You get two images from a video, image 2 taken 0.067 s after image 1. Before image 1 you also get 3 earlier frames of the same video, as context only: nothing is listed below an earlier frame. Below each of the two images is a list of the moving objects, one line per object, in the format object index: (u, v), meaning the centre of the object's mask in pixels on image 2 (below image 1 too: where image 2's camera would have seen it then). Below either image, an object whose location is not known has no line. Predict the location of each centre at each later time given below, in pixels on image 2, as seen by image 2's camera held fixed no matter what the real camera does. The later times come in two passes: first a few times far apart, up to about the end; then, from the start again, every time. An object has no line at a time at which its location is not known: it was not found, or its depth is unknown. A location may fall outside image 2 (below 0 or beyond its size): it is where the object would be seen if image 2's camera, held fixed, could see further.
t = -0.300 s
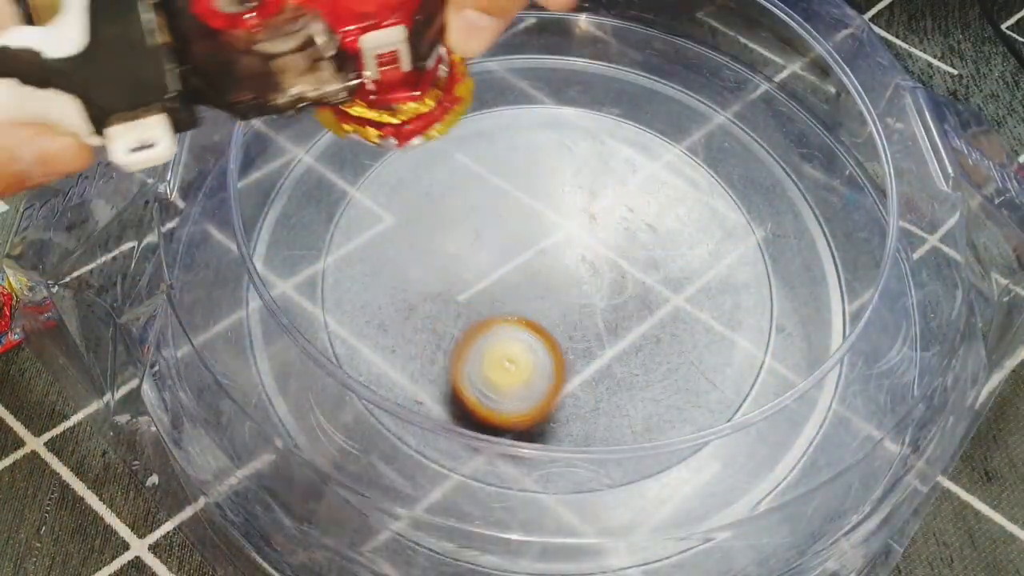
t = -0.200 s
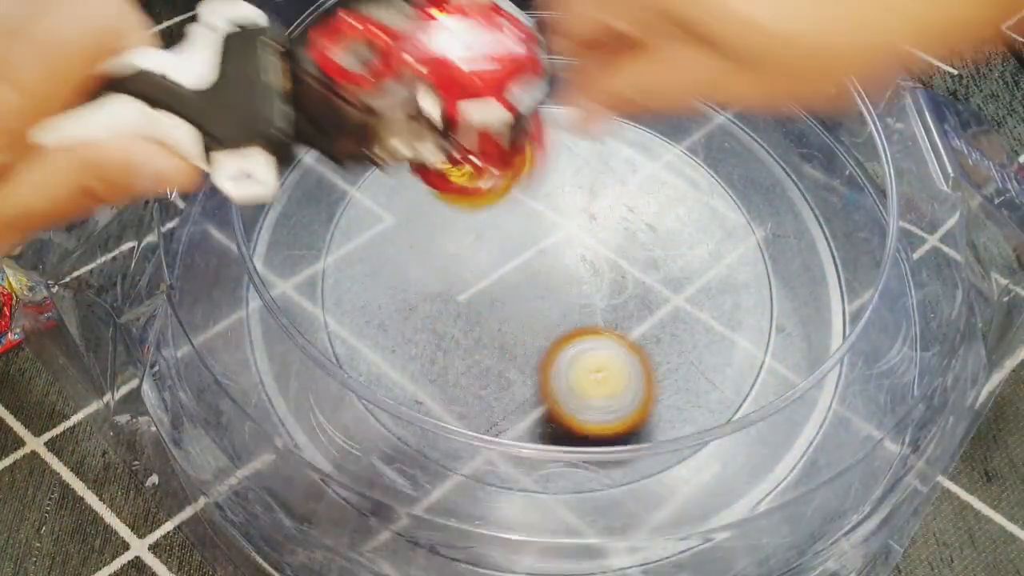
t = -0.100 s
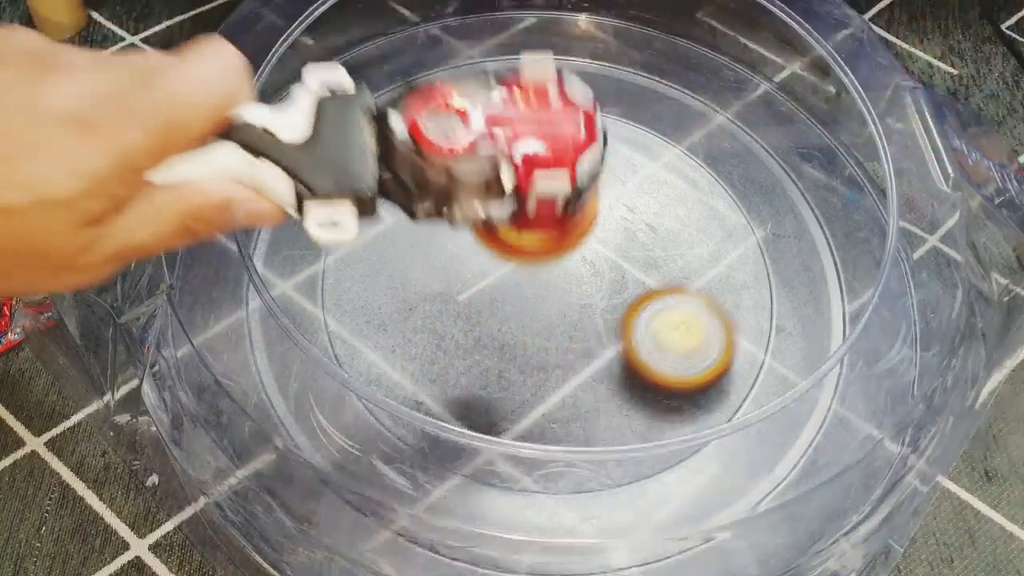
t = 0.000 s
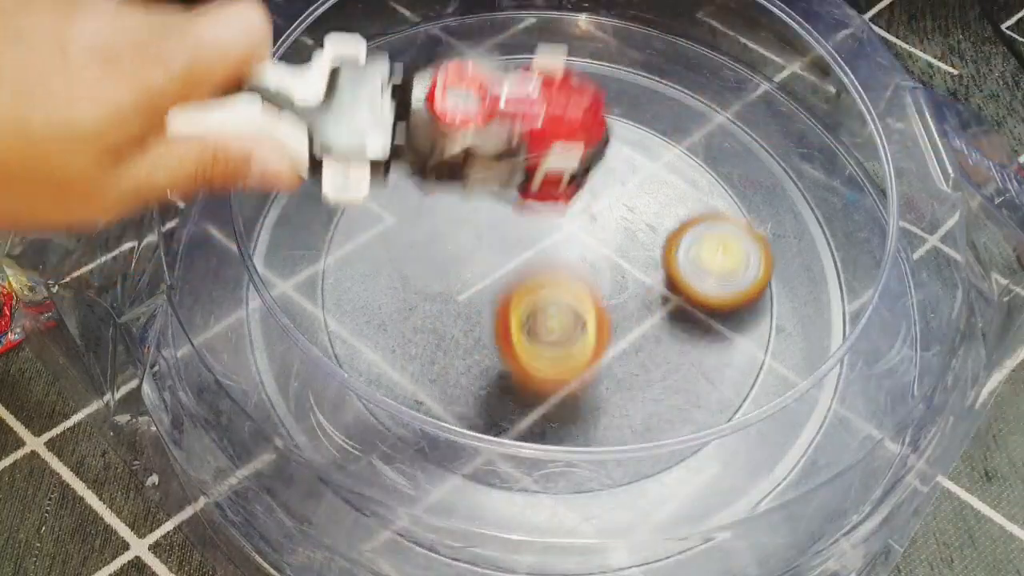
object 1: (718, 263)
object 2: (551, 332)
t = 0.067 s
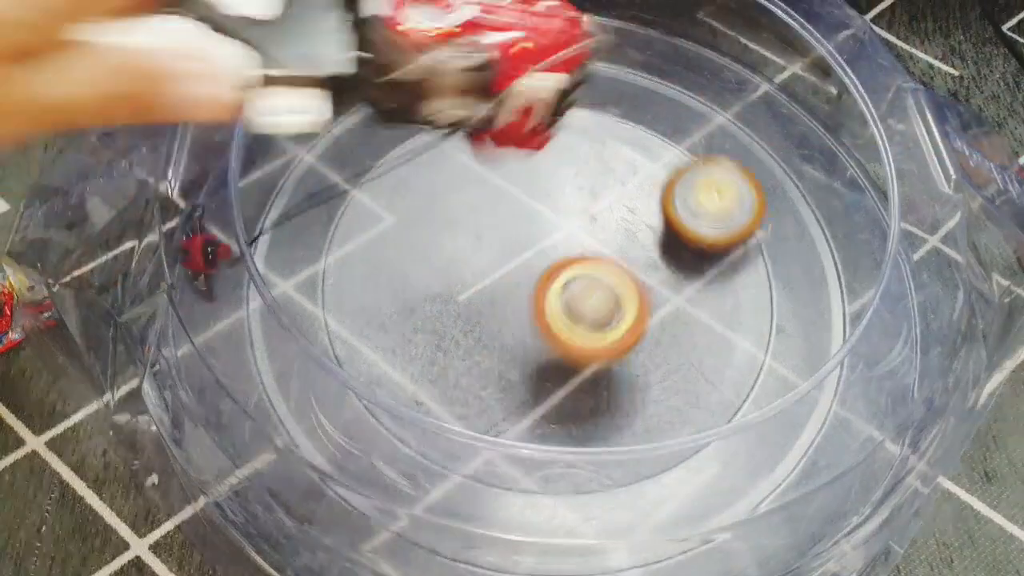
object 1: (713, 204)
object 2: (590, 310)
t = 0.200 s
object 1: (627, 103)
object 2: (663, 250)
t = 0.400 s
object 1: (423, 124)
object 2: (639, 117)
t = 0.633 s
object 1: (375, 389)
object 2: (541, 57)
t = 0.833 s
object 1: (672, 440)
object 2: (601, 58)
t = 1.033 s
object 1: (872, 281)
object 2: (667, 71)
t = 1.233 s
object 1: (895, 171)
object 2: (701, 84)
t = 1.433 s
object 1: (841, 199)
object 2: (724, 99)
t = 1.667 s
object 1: (720, 213)
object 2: (744, 113)
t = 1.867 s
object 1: (498, 236)
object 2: (757, 124)
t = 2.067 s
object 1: (430, 328)
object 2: (771, 137)
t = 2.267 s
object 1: (582, 356)
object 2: (790, 165)
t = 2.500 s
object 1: (695, 220)
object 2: (811, 193)
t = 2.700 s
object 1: (548, 152)
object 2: (827, 224)
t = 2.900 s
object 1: (418, 279)
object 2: (830, 240)
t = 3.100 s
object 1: (559, 398)
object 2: (832, 283)
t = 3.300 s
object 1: (707, 336)
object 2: (840, 308)
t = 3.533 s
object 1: (655, 184)
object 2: (838, 329)
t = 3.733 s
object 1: (472, 170)
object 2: (829, 374)
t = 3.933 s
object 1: (434, 344)
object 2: (819, 410)
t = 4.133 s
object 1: (605, 397)
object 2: (787, 435)
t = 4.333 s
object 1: (694, 295)
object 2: (752, 488)
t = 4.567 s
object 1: (576, 152)
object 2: (718, 505)
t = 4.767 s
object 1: (428, 219)
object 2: (691, 516)
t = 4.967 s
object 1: (513, 384)
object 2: (643, 524)
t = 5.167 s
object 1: (721, 318)
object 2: (579, 527)
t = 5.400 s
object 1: (652, 155)
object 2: (519, 528)
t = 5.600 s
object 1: (468, 166)
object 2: (491, 520)
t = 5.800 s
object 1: (443, 340)
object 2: (434, 502)
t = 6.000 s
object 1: (648, 386)
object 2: (377, 476)
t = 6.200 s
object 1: (694, 244)
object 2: (328, 453)
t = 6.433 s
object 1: (507, 184)
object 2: (307, 421)
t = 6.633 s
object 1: (444, 320)
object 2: (271, 383)
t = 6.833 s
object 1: (610, 375)
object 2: (263, 348)
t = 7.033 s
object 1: (661, 240)
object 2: (262, 302)
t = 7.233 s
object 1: (505, 185)
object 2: (264, 256)
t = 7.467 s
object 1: (450, 322)
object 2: (282, 204)
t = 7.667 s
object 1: (604, 346)
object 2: (286, 187)
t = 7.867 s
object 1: (604, 238)
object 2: (309, 153)
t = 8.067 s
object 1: (477, 227)
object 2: (338, 114)
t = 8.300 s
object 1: (511, 347)
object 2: (365, 91)
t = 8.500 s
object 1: (632, 285)
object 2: (392, 75)
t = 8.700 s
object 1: (550, 195)
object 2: (421, 65)
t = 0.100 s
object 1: (702, 176)
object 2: (614, 285)
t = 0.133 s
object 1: (687, 151)
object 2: (633, 275)
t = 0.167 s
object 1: (654, 120)
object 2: (652, 279)
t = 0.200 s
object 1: (627, 103)
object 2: (663, 250)
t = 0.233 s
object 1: (594, 91)
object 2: (671, 225)
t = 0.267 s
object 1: (576, 87)
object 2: (673, 216)
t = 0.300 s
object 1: (538, 86)
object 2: (673, 186)
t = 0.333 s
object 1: (498, 92)
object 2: (667, 161)
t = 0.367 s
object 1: (459, 104)
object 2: (655, 138)
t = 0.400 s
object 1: (423, 124)
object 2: (639, 117)
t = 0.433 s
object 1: (391, 151)
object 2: (619, 99)
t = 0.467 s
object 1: (365, 183)
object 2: (595, 86)
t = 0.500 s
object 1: (348, 221)
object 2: (572, 76)
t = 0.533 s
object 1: (339, 261)
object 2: (555, 68)
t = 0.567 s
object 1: (343, 302)
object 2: (545, 63)
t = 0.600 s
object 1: (353, 345)
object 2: (540, 59)
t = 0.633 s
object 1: (375, 389)
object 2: (541, 57)
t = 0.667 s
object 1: (396, 402)
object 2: (544, 56)
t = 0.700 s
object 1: (440, 437)
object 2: (551, 55)
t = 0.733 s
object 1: (497, 453)
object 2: (562, 56)
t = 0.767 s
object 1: (557, 461)
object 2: (573, 57)
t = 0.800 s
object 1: (617, 460)
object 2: (587, 58)
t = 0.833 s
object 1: (672, 440)
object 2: (601, 58)
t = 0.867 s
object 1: (728, 422)
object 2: (616, 58)
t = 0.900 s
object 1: (772, 398)
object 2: (631, 58)
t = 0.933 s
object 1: (813, 374)
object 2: (644, 57)
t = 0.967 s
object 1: (844, 345)
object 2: (651, 63)
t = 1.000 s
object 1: (861, 313)
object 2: (658, 68)
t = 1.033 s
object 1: (872, 281)
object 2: (667, 71)
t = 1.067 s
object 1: (880, 252)
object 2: (677, 73)
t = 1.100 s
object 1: (888, 225)
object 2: (683, 75)
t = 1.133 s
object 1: (898, 200)
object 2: (687, 78)
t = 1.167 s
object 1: (896, 168)
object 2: (694, 81)
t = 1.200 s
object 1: (894, 166)
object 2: (697, 83)
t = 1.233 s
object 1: (895, 171)
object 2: (701, 84)
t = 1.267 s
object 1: (886, 178)
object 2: (705, 87)
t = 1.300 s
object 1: (886, 184)
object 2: (709, 89)
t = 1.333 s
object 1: (877, 188)
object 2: (713, 91)
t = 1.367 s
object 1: (864, 193)
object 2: (716, 94)
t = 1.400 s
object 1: (848, 196)
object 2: (721, 96)
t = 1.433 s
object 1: (841, 199)
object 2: (724, 99)
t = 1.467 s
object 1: (831, 202)
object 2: (728, 101)
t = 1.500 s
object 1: (812, 206)
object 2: (731, 104)
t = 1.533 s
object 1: (795, 206)
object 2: (734, 105)
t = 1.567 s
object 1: (779, 206)
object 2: (736, 107)
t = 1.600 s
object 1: (763, 208)
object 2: (739, 109)
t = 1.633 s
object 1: (744, 211)
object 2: (742, 112)
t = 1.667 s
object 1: (720, 213)
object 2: (744, 113)
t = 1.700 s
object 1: (688, 215)
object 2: (746, 115)
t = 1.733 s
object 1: (653, 217)
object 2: (748, 116)
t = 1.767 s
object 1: (615, 218)
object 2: (750, 118)
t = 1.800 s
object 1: (574, 221)
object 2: (752, 120)
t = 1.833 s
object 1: (534, 227)
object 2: (755, 122)
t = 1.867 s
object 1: (498, 236)
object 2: (757, 124)
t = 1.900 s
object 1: (466, 248)
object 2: (760, 127)
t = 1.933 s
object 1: (442, 263)
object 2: (762, 129)
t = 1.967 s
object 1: (426, 281)
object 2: (765, 131)
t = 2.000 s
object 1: (419, 297)
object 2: (766, 132)
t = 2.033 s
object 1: (420, 313)
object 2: (768, 135)
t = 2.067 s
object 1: (430, 328)
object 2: (771, 137)
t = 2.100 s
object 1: (446, 341)
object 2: (772, 139)
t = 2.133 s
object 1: (468, 351)
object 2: (774, 142)
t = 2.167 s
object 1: (509, 359)
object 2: (779, 149)
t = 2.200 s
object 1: (524, 360)
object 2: (781, 152)
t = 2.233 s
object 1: (554, 360)
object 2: (786, 158)
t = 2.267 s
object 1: (582, 356)
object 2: (790, 165)
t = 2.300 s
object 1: (611, 348)
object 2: (796, 172)
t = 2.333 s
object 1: (638, 336)
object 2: (802, 179)
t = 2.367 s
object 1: (663, 319)
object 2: (808, 186)
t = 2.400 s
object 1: (683, 296)
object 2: (813, 192)
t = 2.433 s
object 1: (695, 271)
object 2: (815, 194)
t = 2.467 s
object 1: (699, 245)
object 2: (812, 193)
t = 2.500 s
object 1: (695, 220)
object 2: (811, 193)
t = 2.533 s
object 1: (683, 197)
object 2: (812, 196)
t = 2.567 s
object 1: (666, 177)
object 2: (814, 200)
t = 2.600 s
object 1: (642, 162)
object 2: (816, 205)
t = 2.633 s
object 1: (615, 152)
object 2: (819, 211)
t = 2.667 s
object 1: (584, 148)
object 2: (823, 218)
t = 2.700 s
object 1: (548, 152)
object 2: (827, 224)
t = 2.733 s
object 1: (514, 160)
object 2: (830, 230)
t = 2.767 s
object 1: (482, 175)
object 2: (831, 234)
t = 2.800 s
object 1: (455, 196)
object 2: (832, 235)
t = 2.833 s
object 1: (435, 222)
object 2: (831, 234)
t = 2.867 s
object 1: (422, 250)
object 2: (830, 236)
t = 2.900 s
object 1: (418, 279)
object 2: (830, 240)
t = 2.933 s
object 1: (424, 309)
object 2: (830, 246)
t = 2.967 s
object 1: (438, 336)
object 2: (830, 252)
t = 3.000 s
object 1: (461, 361)
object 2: (831, 260)
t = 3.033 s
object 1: (490, 379)
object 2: (832, 268)
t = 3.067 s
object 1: (524, 392)
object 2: (835, 277)
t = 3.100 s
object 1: (559, 398)
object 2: (832, 283)
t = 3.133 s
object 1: (594, 400)
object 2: (842, 294)
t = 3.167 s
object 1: (626, 396)
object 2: (843, 298)
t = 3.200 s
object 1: (654, 388)
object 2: (841, 299)
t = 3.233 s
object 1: (677, 374)
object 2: (841, 301)
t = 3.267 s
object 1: (695, 356)
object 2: (841, 304)
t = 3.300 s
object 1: (707, 336)
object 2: (840, 308)
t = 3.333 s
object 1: (712, 325)
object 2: (839, 310)
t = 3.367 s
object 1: (716, 303)
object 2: (840, 316)
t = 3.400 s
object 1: (715, 279)
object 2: (843, 322)
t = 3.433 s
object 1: (707, 254)
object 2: (842, 324)
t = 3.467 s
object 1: (695, 227)
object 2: (841, 324)
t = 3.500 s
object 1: (678, 204)
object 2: (840, 325)
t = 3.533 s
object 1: (655, 184)
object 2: (838, 329)
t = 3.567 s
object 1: (627, 167)
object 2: (836, 333)
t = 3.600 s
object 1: (597, 155)
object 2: (835, 341)
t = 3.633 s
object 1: (565, 150)
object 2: (833, 348)
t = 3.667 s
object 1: (532, 150)
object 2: (831, 357)
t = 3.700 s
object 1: (501, 157)
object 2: (826, 364)
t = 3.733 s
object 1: (472, 170)
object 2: (829, 374)
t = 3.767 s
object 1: (447, 190)
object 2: (827, 382)
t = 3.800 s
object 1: (427, 215)
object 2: (825, 389)
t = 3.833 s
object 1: (416, 247)
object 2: (823, 397)
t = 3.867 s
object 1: (413, 281)
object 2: (822, 403)
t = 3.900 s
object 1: (419, 314)
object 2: (821, 408)
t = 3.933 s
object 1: (434, 344)
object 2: (819, 410)
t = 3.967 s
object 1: (456, 368)
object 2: (817, 411)
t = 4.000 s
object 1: (483, 384)
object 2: (813, 414)
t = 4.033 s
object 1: (514, 395)
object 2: (808, 418)
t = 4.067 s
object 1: (544, 401)
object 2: (802, 423)
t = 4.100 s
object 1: (576, 401)
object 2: (795, 428)
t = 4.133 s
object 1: (605, 397)
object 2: (787, 435)
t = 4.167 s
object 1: (631, 389)
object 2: (781, 443)
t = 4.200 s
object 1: (653, 375)
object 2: (780, 459)
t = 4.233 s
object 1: (671, 357)
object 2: (772, 467)
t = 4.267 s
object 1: (684, 338)
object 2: (766, 474)
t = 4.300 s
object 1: (691, 317)
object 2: (759, 481)
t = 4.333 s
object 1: (694, 295)
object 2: (752, 488)
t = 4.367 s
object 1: (693, 270)
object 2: (748, 493)
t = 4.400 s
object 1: (685, 244)
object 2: (746, 493)
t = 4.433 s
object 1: (672, 219)
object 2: (743, 493)
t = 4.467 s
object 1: (654, 195)
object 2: (739, 496)
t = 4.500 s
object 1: (632, 176)
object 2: (733, 498)
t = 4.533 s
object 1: (606, 161)
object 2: (726, 502)
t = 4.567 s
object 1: (576, 152)
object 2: (718, 505)
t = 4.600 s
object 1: (544, 150)
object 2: (711, 510)
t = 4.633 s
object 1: (514, 152)
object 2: (703, 513)
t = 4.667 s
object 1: (486, 160)
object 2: (700, 514)
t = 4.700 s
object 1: (462, 173)
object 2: (697, 514)
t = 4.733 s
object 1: (442, 194)
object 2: (696, 514)
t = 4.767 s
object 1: (428, 219)
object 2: (691, 516)
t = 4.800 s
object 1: (420, 250)
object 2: (683, 517)
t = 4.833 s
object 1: (421, 282)
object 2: (676, 518)
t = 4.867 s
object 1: (431, 313)
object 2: (667, 520)
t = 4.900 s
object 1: (450, 343)
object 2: (659, 521)
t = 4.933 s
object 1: (478, 367)
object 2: (652, 523)
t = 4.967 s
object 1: (513, 384)
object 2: (643, 524)
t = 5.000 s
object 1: (551, 393)
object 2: (635, 525)
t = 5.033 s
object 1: (592, 395)
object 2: (625, 525)
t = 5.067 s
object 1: (630, 391)
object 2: (616, 526)
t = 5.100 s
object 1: (665, 379)
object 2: (605, 527)
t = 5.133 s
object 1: (706, 347)
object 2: (590, 527)
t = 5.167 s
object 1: (721, 318)
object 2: (579, 527)
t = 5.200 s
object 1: (726, 304)
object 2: (573, 527)
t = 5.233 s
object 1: (729, 274)
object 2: (564, 527)
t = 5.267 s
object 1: (725, 243)
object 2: (554, 528)
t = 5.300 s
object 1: (716, 216)
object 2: (544, 528)
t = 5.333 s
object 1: (700, 192)
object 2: (535, 528)
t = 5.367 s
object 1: (679, 171)
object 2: (526, 528)
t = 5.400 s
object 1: (652, 155)
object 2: (519, 528)
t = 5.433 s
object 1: (621, 144)
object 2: (516, 528)
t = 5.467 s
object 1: (589, 140)
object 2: (515, 527)
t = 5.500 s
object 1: (557, 139)
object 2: (512, 525)
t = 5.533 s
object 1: (524, 142)
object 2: (506, 524)
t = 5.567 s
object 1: (495, 151)
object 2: (500, 522)
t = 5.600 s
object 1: (468, 166)
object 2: (491, 520)
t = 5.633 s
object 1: (446, 188)
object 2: (482, 518)
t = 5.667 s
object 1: (429, 214)
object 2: (473, 516)
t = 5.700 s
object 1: (419, 245)
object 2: (463, 514)
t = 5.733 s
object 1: (416, 277)
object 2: (454, 511)
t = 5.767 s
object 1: (425, 309)
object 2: (444, 506)
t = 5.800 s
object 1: (443, 340)
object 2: (434, 502)
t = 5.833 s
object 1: (470, 365)
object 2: (425, 498)
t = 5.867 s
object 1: (503, 384)
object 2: (415, 493)
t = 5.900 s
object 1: (540, 396)
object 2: (406, 489)
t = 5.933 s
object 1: (579, 400)
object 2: (397, 486)
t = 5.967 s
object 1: (616, 396)
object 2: (386, 480)
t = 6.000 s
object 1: (648, 386)
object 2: (377, 476)
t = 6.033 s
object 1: (661, 376)
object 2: (372, 474)
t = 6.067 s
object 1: (682, 353)
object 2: (361, 470)
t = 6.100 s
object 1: (696, 326)
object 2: (352, 465)
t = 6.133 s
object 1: (703, 299)
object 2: (341, 460)
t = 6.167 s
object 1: (704, 270)
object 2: (332, 455)
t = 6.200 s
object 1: (694, 244)
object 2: (328, 453)
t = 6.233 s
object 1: (677, 222)
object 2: (328, 452)
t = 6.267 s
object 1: (654, 203)
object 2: (329, 449)
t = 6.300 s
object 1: (627, 189)
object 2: (327, 447)
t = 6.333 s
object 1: (597, 180)
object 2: (322, 442)
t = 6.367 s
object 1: (566, 175)
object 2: (317, 437)
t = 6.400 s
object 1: (535, 177)
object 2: (313, 429)
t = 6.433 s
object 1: (507, 184)
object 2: (307, 421)
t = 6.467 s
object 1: (481, 197)
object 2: (299, 417)
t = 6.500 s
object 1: (458, 216)
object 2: (294, 410)
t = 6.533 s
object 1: (443, 239)
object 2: (288, 403)
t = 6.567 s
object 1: (434, 266)
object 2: (281, 397)
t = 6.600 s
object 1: (435, 294)
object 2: (275, 390)
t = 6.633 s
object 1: (444, 320)
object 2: (271, 383)
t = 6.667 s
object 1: (460, 345)
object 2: (266, 376)
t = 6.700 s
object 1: (484, 366)
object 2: (261, 370)
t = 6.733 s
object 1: (513, 379)
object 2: (258, 364)
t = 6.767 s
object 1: (546, 385)
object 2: (257, 361)
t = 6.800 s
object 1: (580, 384)
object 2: (256, 359)
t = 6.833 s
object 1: (610, 375)
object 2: (263, 348)
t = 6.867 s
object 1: (636, 359)
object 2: (264, 341)
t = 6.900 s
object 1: (657, 339)
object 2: (263, 334)
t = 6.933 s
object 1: (670, 315)
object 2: (261, 328)
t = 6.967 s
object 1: (675, 289)
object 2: (262, 319)
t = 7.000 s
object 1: (672, 264)
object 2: (262, 311)
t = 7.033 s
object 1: (661, 240)
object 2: (262, 302)
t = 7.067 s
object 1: (643, 221)
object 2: (260, 294)
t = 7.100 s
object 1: (619, 205)
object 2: (266, 284)
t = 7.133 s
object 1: (592, 193)
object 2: (262, 278)
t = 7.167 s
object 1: (562, 185)
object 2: (262, 270)
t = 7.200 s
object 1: (532, 183)
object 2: (264, 263)
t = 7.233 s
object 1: (505, 185)
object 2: (264, 256)
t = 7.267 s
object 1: (480, 194)
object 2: (265, 249)
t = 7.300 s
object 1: (459, 208)
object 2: (266, 241)
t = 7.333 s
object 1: (445, 227)
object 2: (268, 235)
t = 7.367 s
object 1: (435, 250)
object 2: (270, 226)
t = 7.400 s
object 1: (432, 275)
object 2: (282, 217)
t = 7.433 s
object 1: (437, 299)
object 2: (282, 210)
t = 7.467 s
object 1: (450, 322)
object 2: (282, 204)
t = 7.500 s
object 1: (469, 342)
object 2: (282, 199)
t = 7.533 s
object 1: (494, 357)
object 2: (282, 195)
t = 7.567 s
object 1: (525, 365)
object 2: (283, 193)
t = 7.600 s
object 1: (555, 366)
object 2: (284, 191)
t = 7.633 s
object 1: (582, 359)
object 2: (285, 190)
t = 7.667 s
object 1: (604, 346)
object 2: (286, 187)
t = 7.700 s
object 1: (621, 329)
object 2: (289, 182)
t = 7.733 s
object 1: (630, 310)
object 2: (291, 178)
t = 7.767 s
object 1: (632, 288)
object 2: (294, 172)
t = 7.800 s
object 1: (627, 269)
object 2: (298, 166)
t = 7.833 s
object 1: (617, 252)
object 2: (303, 159)
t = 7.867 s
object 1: (604, 238)
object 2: (309, 153)
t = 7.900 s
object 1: (586, 226)
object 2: (313, 146)
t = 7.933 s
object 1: (566, 217)
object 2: (319, 139)
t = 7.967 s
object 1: (542, 211)
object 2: (323, 133)
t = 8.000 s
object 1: (519, 211)
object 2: (328, 127)
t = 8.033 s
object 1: (497, 216)
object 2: (333, 121)
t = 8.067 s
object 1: (477, 227)
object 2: (338, 114)
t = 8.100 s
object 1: (461, 242)
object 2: (343, 109)
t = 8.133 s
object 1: (451, 261)
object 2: (346, 104)
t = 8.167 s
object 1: (449, 292)
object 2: (350, 101)
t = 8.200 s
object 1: (457, 311)
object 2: (353, 100)
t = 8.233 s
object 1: (474, 328)
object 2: (358, 97)
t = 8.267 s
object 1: (498, 342)
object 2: (362, 94)
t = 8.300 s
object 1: (511, 347)
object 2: (365, 91)
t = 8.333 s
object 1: (541, 352)
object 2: (371, 87)
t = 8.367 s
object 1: (568, 350)
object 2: (375, 84)
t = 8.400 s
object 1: (592, 341)
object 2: (379, 82)
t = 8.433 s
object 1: (613, 326)
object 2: (383, 80)
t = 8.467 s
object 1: (626, 307)
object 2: (388, 78)
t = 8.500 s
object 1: (632, 285)
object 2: (392, 75)
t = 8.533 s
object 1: (631, 263)
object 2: (396, 73)
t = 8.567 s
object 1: (622, 241)
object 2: (400, 72)
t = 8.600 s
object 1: (608, 222)
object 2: (406, 70)
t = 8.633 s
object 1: (587, 207)
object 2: (411, 67)
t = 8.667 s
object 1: (563, 197)
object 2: (418, 66)
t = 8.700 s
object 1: (550, 195)
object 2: (421, 65)
